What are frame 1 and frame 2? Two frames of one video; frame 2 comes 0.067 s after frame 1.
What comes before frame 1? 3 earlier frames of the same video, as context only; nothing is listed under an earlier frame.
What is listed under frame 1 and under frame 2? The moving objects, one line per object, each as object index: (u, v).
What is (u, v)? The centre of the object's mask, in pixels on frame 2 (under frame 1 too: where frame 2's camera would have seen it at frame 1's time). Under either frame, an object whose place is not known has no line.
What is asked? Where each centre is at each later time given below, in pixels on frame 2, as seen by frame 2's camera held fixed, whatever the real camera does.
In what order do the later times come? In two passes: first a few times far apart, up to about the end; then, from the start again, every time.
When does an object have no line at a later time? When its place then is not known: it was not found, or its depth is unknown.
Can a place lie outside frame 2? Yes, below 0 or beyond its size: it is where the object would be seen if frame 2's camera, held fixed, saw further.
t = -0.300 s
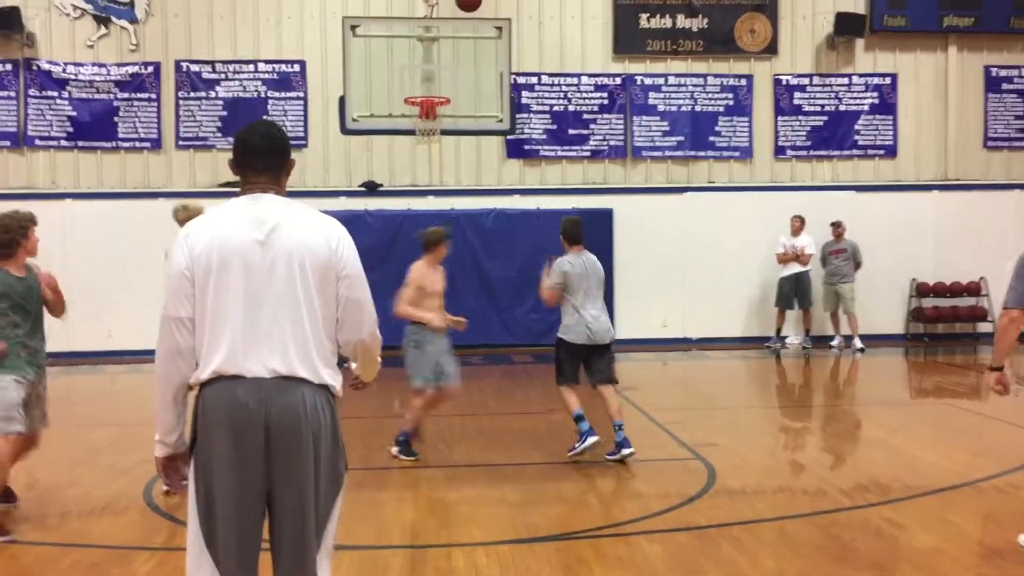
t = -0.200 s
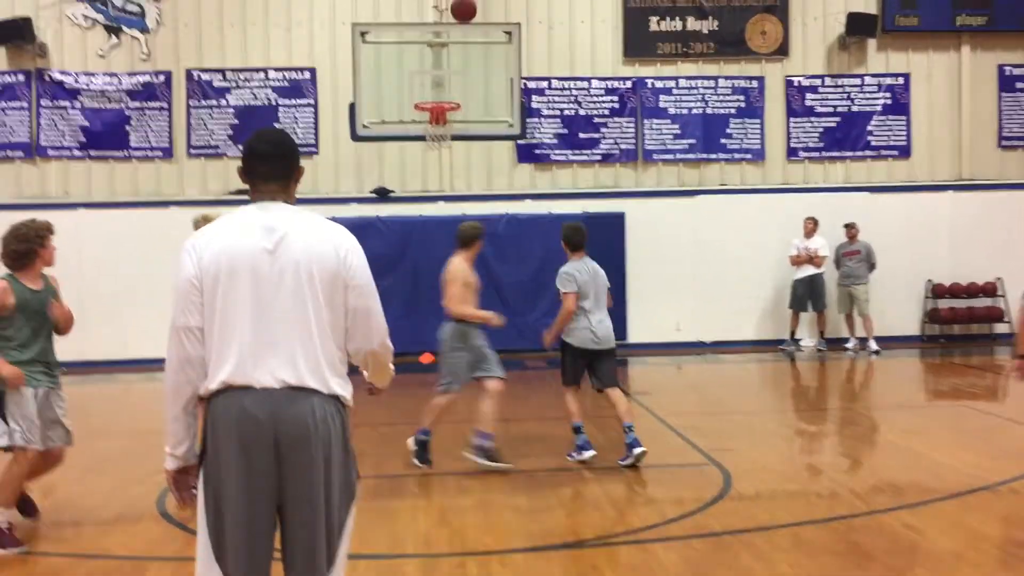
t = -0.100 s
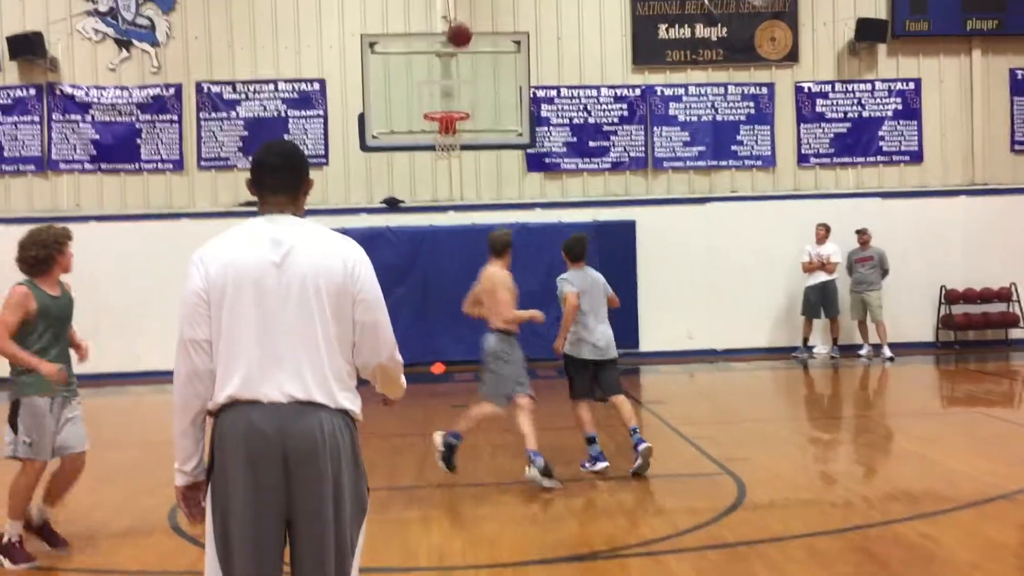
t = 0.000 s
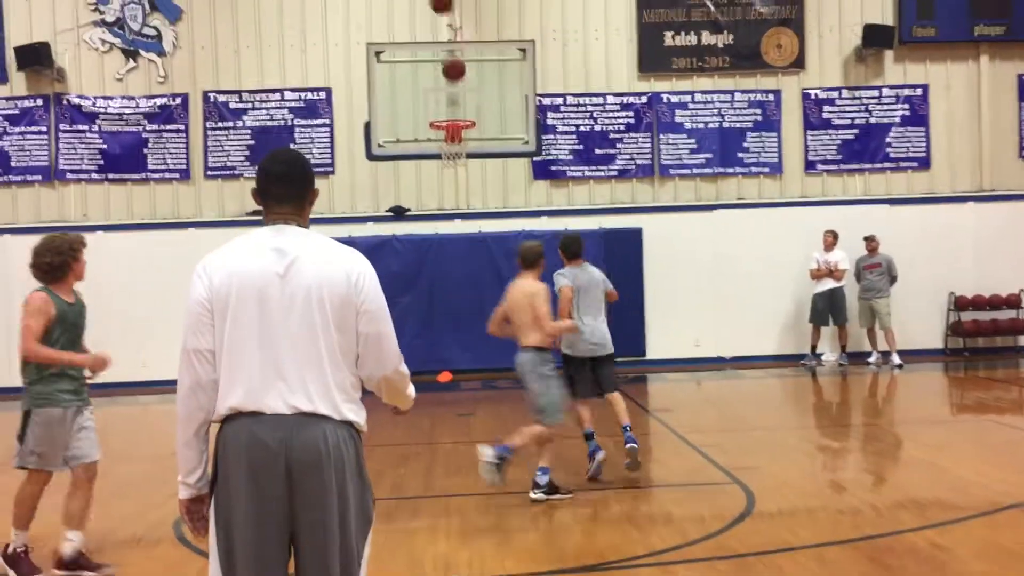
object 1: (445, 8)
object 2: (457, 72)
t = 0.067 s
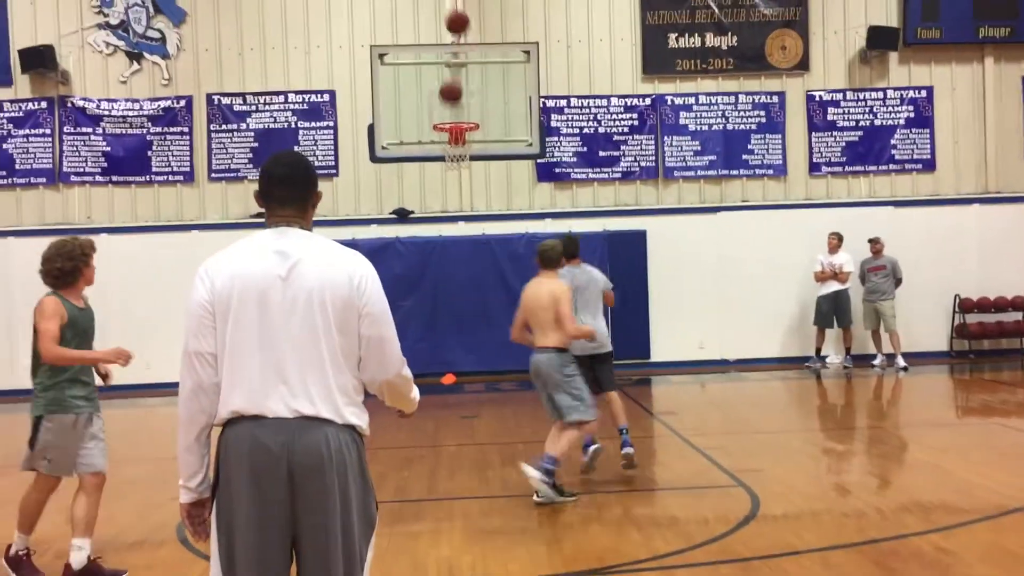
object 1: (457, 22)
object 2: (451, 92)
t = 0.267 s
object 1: (490, 98)
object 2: (418, 99)
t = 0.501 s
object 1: (525, 219)
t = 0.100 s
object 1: (463, 33)
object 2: (448, 104)
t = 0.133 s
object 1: (469, 44)
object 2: (445, 115)
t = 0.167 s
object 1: (475, 58)
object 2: (438, 111)
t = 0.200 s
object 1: (479, 71)
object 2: (432, 106)
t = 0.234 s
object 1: (485, 84)
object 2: (425, 102)
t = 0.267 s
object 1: (490, 98)
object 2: (418, 99)
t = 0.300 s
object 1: (495, 114)
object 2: (411, 97)
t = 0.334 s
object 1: (500, 129)
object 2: (403, 96)
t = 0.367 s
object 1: (505, 147)
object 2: (396, 96)
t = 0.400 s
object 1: (510, 163)
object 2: (389, 97)
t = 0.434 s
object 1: (515, 181)
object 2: (381, 99)
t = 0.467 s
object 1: (519, 199)
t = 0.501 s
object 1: (525, 219)
